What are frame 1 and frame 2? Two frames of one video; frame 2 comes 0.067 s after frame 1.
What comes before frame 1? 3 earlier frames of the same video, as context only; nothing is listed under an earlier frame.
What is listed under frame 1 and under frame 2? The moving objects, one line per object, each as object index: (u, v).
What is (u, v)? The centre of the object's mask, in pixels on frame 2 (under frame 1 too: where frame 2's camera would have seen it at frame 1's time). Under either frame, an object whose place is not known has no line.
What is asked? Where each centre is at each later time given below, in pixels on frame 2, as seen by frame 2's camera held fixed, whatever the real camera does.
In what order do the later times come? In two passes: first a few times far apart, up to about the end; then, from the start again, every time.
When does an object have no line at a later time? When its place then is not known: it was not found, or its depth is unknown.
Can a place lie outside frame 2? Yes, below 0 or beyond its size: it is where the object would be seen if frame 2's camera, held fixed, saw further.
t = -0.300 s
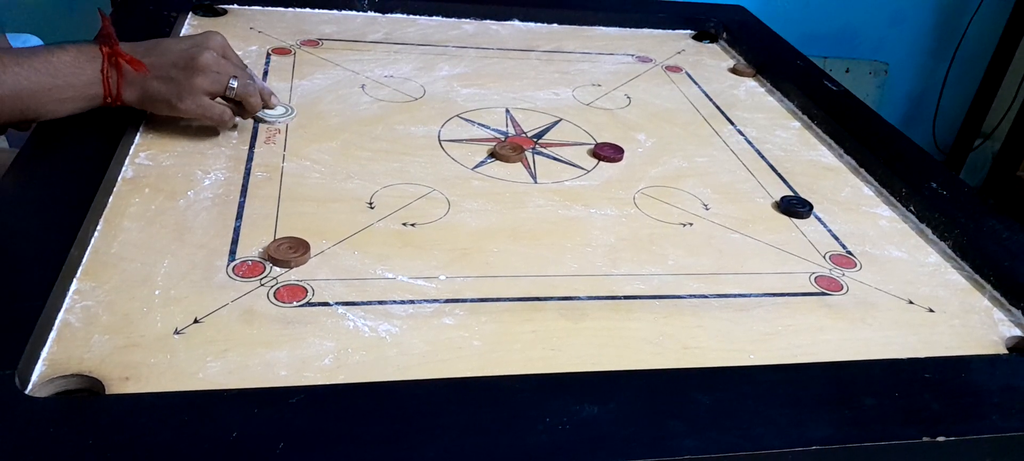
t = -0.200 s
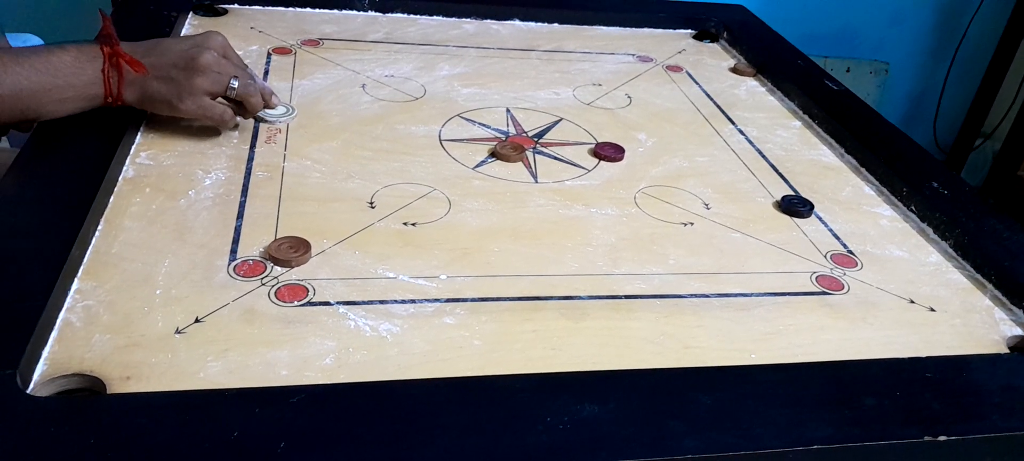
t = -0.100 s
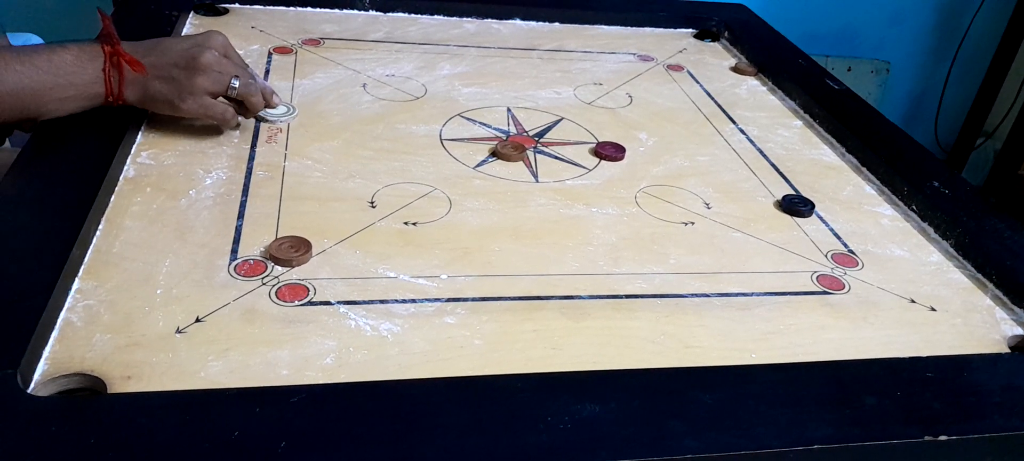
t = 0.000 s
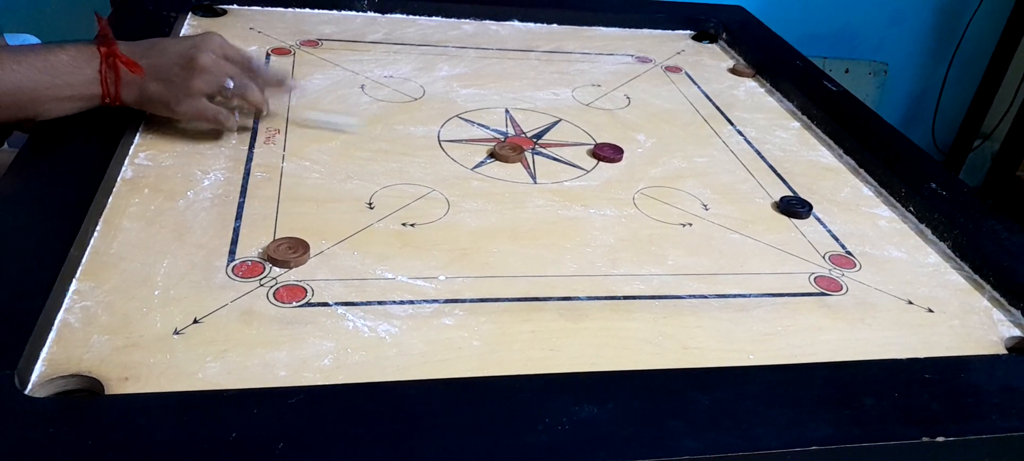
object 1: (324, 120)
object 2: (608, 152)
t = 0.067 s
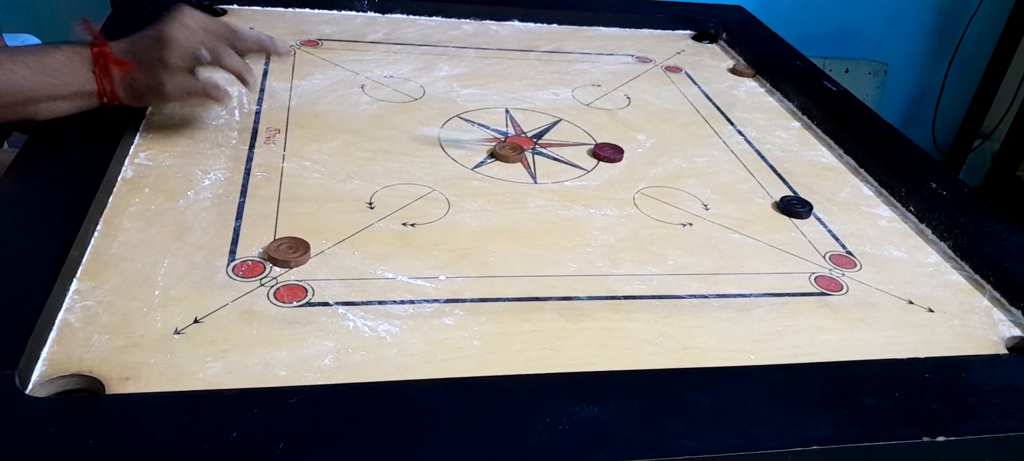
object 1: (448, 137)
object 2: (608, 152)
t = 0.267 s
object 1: (617, 134)
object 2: (651, 167)
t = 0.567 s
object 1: (710, 115)
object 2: (727, 191)
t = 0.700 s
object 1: (727, 111)
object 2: (727, 191)
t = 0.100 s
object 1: (502, 140)
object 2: (608, 152)
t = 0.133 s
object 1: (528, 142)
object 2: (608, 152)
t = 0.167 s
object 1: (557, 140)
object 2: (608, 152)
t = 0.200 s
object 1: (583, 139)
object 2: (612, 153)
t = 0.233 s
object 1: (600, 137)
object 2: (632, 161)
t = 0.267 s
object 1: (617, 134)
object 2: (651, 167)
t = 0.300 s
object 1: (631, 131)
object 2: (669, 173)
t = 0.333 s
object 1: (645, 129)
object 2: (684, 178)
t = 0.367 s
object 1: (656, 126)
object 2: (696, 183)
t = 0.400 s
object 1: (667, 124)
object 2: (707, 186)
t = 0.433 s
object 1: (678, 123)
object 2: (716, 188)
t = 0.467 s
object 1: (688, 120)
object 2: (722, 190)
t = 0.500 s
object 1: (694, 119)
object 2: (726, 191)
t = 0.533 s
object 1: (703, 117)
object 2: (727, 191)
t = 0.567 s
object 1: (710, 115)
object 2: (727, 191)
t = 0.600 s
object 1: (715, 114)
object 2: (727, 191)
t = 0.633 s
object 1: (719, 113)
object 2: (727, 191)
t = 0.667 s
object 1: (724, 112)
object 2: (727, 191)
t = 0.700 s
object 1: (727, 111)
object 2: (727, 191)
